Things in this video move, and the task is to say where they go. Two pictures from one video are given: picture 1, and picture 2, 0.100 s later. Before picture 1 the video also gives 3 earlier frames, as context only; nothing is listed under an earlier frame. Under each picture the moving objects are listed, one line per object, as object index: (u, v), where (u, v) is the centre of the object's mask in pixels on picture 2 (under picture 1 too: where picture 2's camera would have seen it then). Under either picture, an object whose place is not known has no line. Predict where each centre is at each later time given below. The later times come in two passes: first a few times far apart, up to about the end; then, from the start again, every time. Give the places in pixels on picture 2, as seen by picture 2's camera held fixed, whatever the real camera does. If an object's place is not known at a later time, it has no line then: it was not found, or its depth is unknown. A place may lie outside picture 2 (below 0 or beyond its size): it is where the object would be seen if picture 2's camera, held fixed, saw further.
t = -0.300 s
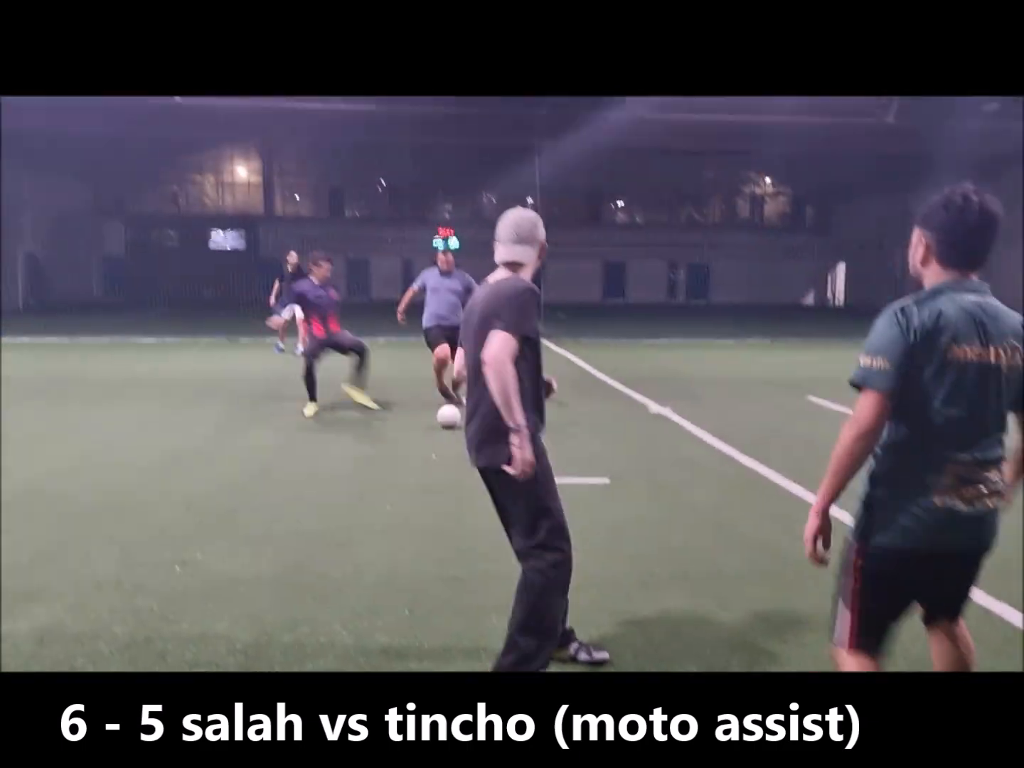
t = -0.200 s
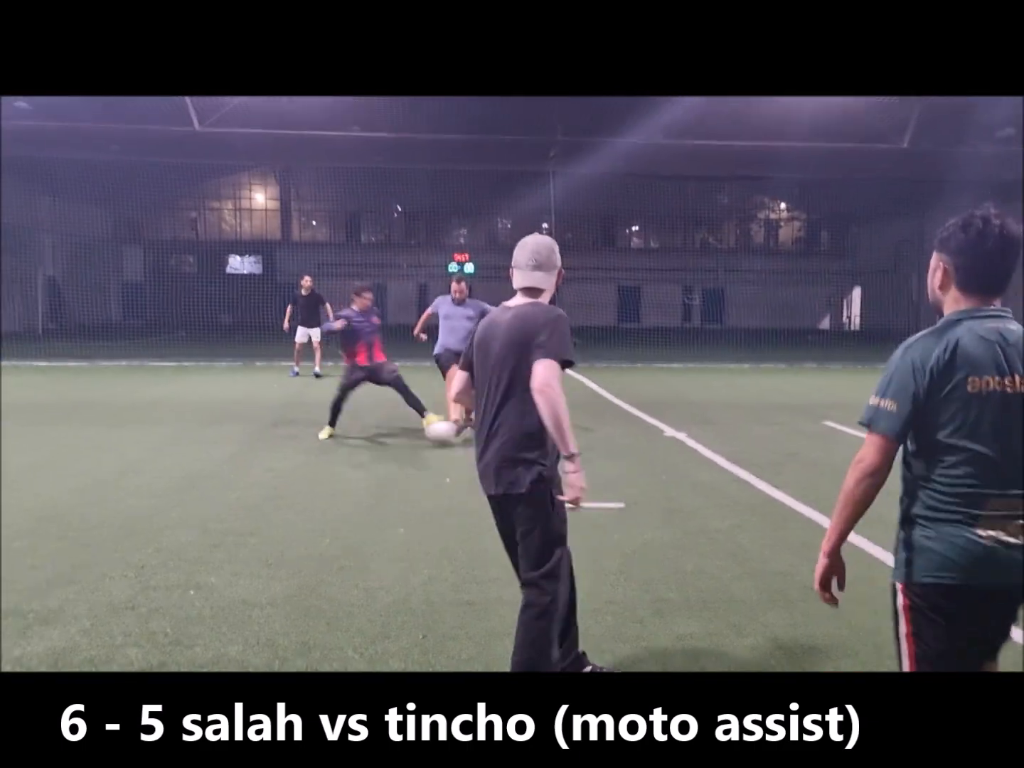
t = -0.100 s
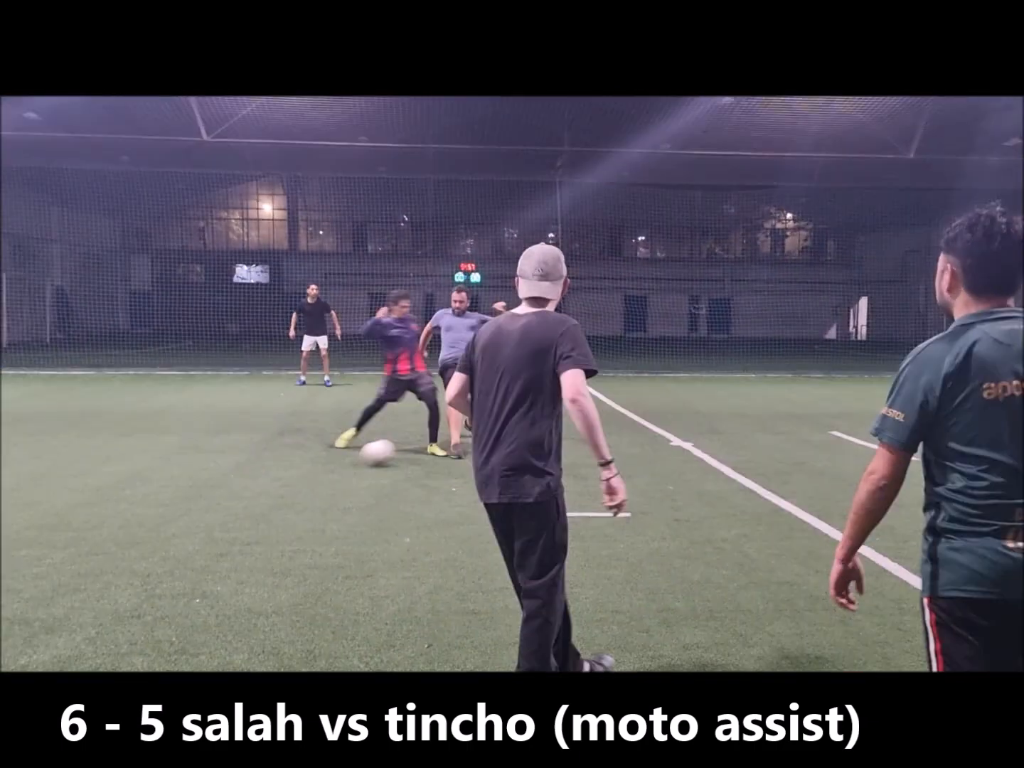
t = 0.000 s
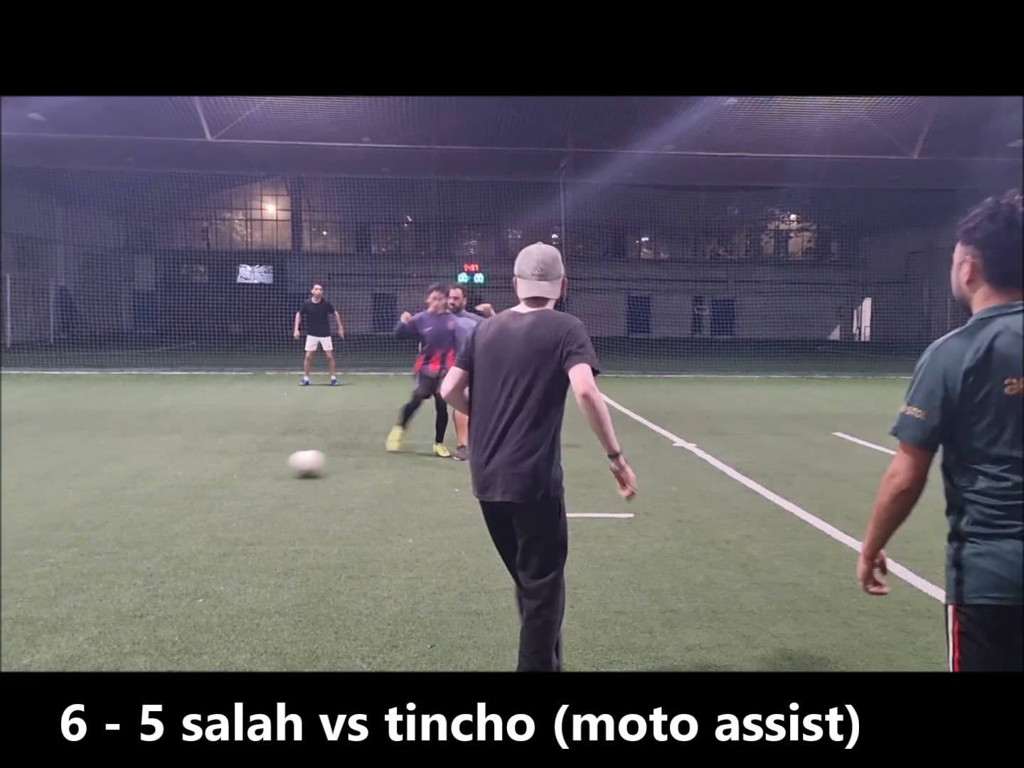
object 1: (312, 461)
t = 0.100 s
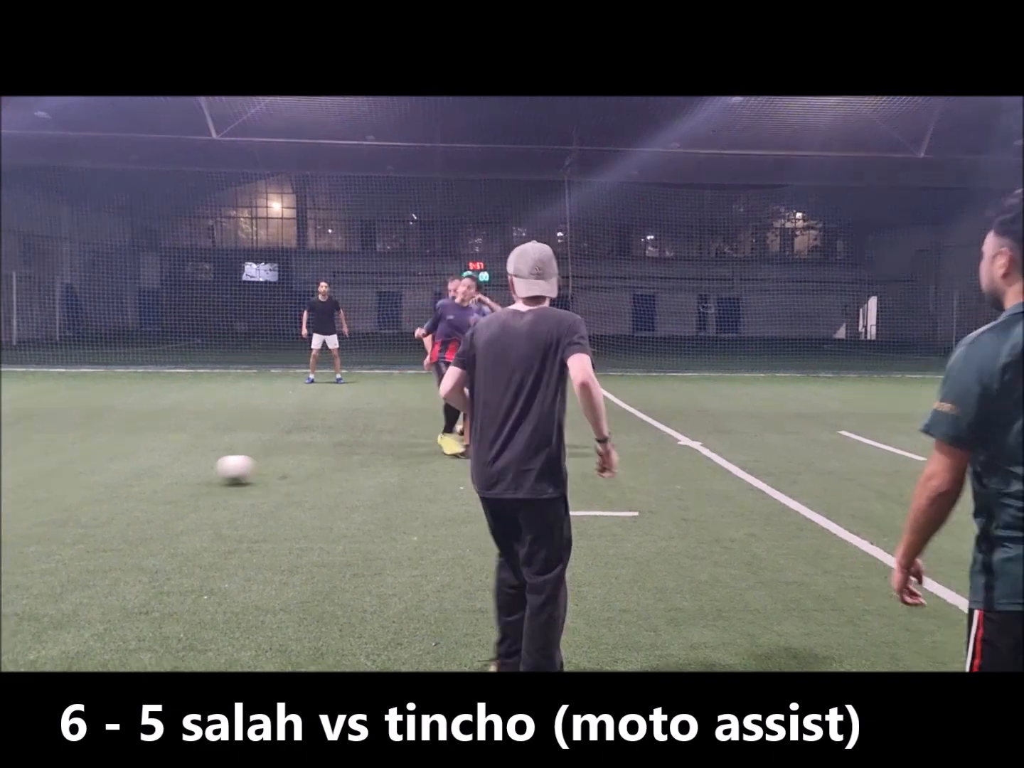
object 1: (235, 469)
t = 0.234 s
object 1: (129, 479)
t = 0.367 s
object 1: (23, 492)
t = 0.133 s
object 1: (209, 473)
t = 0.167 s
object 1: (181, 477)
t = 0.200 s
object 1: (155, 479)
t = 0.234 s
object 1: (129, 479)
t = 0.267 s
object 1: (104, 481)
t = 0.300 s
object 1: (77, 484)
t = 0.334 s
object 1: (49, 491)
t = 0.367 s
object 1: (23, 492)
